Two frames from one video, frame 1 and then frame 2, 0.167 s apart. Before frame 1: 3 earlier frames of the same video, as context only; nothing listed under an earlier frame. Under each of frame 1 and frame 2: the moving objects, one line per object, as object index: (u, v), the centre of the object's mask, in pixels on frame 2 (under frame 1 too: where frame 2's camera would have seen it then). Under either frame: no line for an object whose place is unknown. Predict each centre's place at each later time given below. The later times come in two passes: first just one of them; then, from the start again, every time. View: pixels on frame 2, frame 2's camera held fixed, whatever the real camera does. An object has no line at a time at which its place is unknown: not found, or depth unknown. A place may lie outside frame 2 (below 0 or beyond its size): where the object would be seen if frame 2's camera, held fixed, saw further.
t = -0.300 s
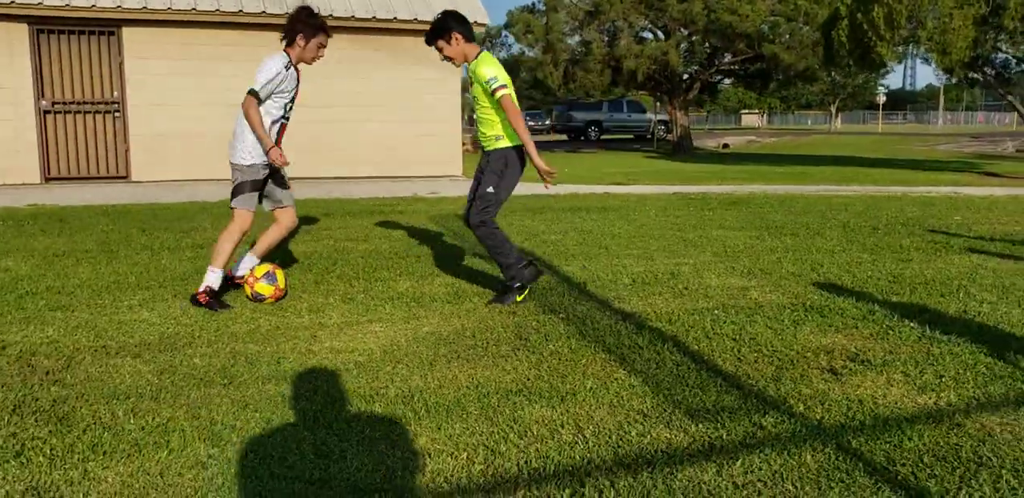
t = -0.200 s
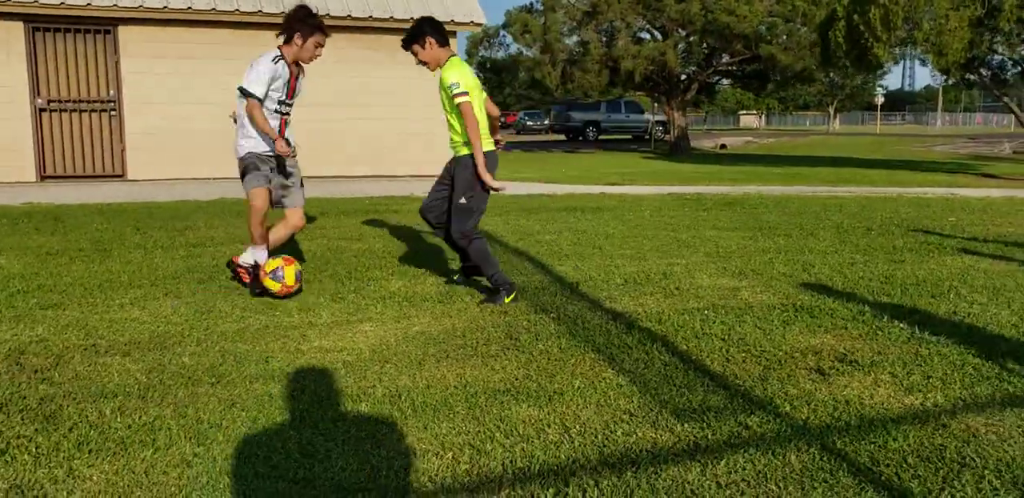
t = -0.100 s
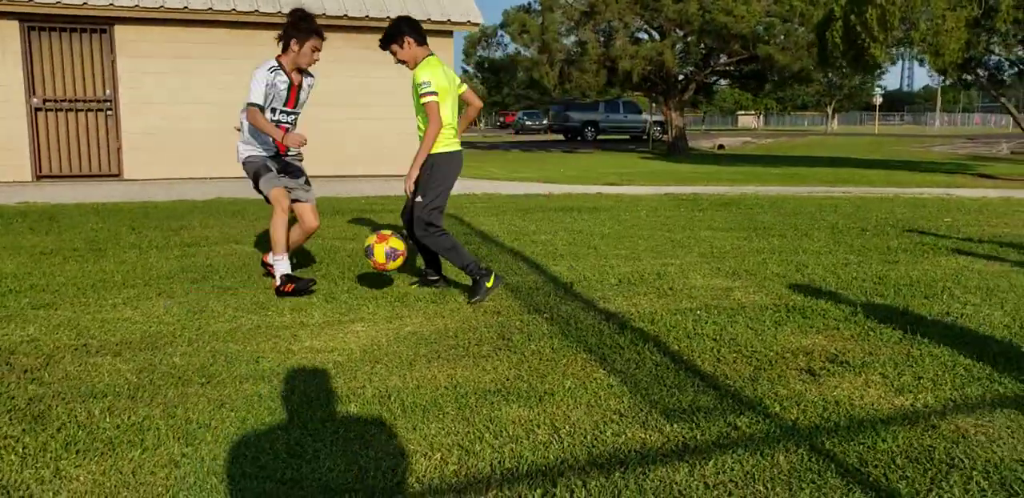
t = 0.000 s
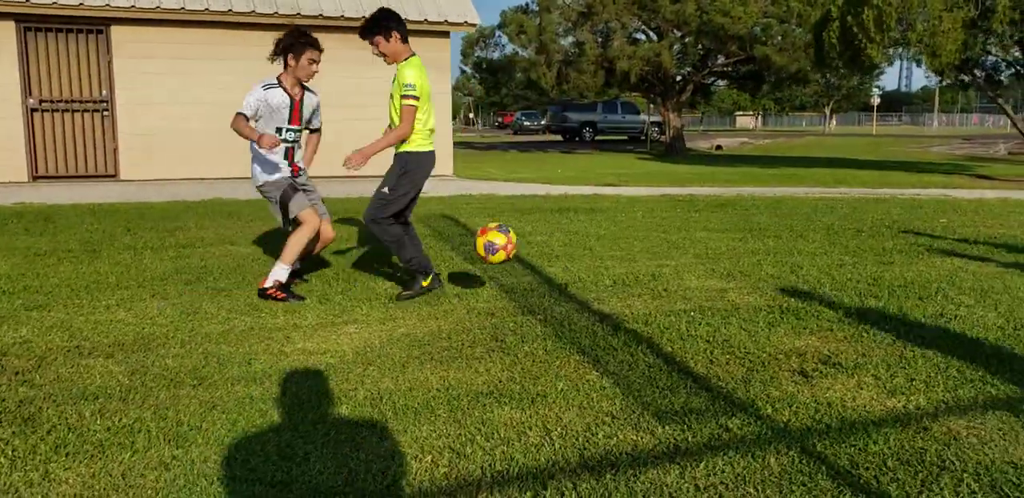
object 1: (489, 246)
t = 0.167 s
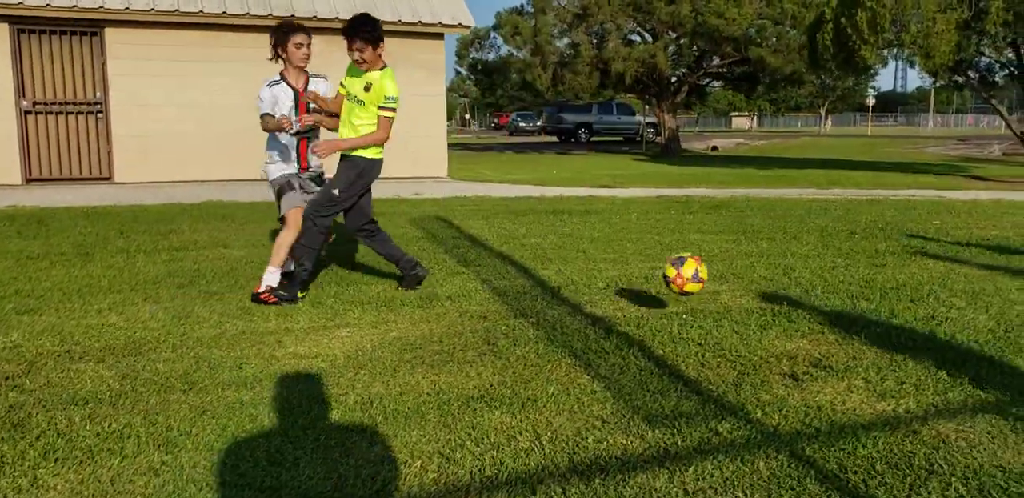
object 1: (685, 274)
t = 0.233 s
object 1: (768, 302)
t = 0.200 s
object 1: (726, 287)
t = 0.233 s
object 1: (768, 302)
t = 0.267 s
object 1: (800, 306)
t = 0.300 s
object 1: (820, 296)
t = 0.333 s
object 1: (840, 288)
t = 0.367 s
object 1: (862, 282)
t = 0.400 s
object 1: (883, 278)
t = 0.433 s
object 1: (904, 276)
